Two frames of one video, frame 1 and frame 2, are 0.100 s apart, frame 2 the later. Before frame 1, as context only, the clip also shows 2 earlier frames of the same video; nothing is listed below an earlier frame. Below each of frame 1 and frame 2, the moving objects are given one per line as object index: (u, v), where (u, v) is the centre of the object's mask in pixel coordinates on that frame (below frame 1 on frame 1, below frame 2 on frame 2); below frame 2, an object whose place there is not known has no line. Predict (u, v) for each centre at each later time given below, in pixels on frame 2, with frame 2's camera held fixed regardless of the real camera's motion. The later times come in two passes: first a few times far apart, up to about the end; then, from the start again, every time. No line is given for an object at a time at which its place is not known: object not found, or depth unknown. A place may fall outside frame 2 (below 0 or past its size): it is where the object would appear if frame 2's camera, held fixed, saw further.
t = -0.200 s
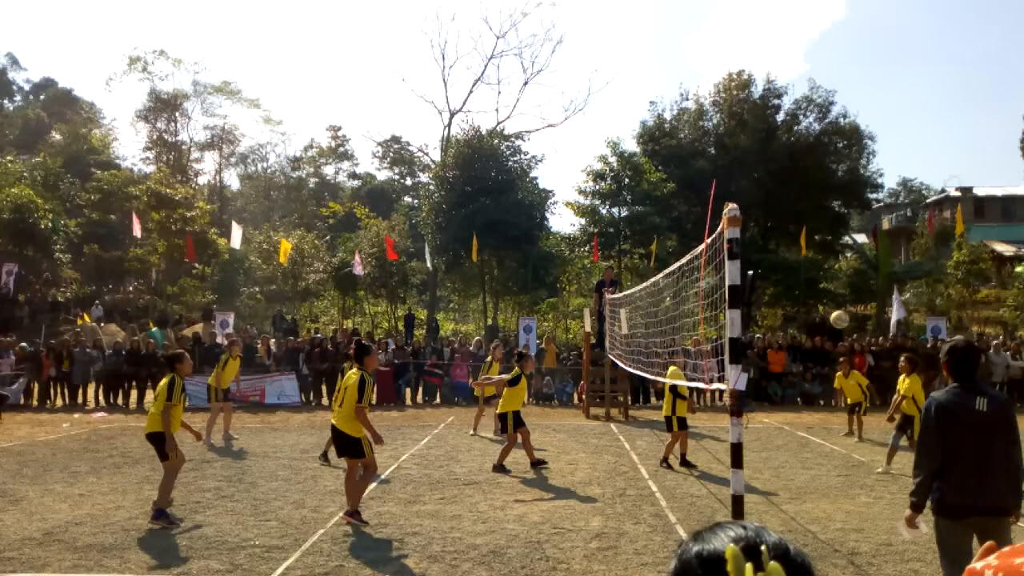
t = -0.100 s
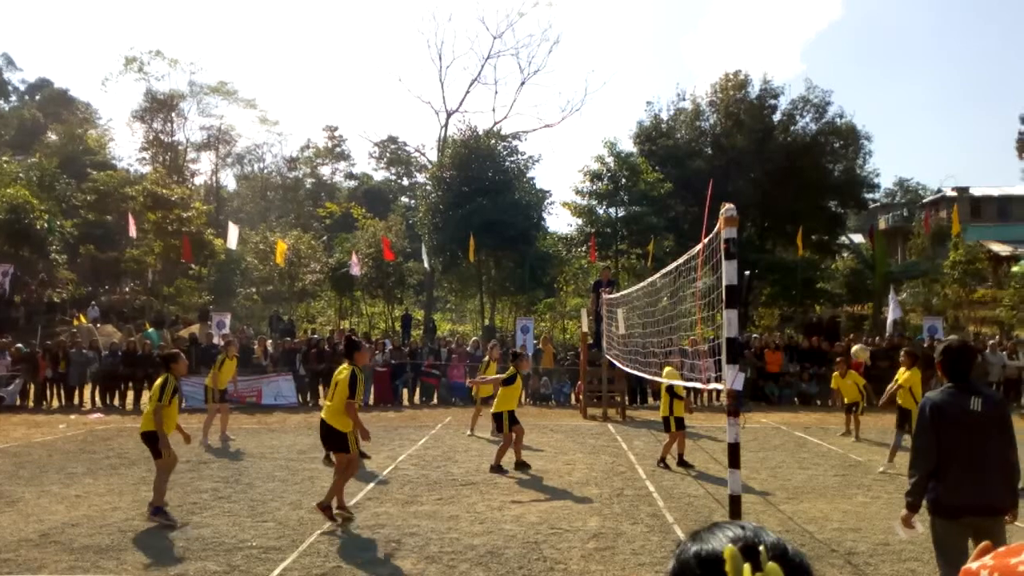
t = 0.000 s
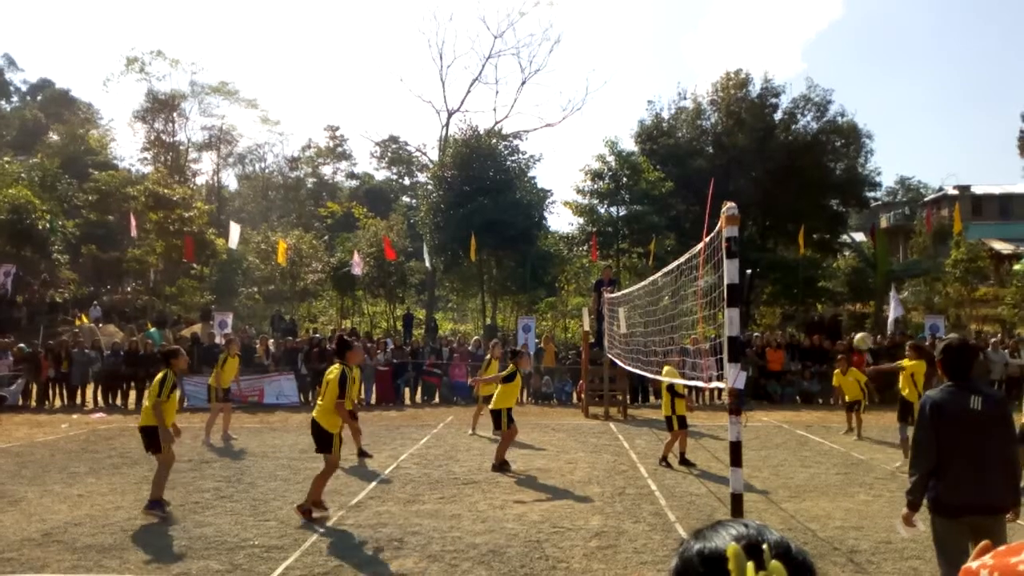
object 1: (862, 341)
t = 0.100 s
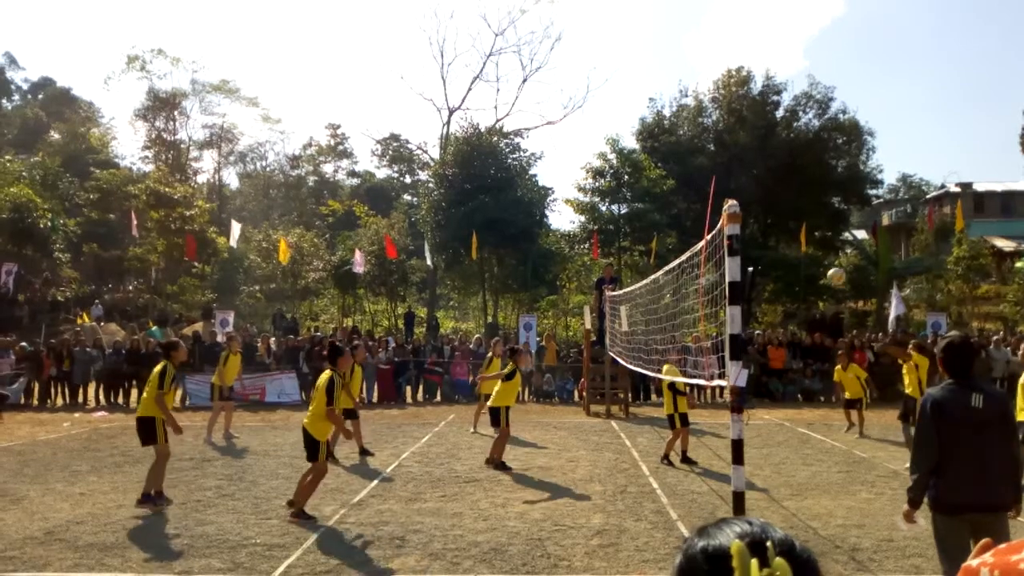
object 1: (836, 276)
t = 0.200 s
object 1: (808, 223)
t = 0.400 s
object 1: (754, 141)
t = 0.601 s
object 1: (701, 92)
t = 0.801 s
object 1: (650, 74)
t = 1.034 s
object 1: (591, 95)
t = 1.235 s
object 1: (542, 147)
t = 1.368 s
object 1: (512, 198)
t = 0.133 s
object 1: (827, 257)
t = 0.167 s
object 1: (817, 240)
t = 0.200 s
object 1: (808, 223)
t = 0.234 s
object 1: (799, 207)
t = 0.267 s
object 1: (790, 192)
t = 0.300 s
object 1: (781, 177)
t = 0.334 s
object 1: (772, 164)
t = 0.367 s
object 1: (763, 152)
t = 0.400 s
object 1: (754, 141)
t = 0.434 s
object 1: (745, 130)
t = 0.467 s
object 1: (736, 121)
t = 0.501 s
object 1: (727, 112)
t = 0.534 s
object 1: (719, 104)
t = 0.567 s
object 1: (710, 97)
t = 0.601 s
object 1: (701, 92)
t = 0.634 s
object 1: (692, 88)
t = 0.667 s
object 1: (684, 83)
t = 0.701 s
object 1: (675, 79)
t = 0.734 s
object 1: (667, 76)
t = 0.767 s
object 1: (658, 75)
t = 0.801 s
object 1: (650, 74)
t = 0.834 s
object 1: (641, 74)
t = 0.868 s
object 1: (633, 76)
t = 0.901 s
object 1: (625, 78)
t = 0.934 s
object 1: (616, 81)
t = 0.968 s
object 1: (607, 84)
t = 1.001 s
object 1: (599, 89)
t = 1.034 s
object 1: (591, 95)
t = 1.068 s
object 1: (582, 102)
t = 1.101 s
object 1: (575, 109)
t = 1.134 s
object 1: (566, 117)
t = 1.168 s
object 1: (558, 126)
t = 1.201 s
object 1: (551, 136)
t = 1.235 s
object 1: (542, 147)
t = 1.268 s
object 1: (535, 159)
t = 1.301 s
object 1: (528, 170)
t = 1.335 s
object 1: (519, 184)
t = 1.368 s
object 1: (512, 198)
